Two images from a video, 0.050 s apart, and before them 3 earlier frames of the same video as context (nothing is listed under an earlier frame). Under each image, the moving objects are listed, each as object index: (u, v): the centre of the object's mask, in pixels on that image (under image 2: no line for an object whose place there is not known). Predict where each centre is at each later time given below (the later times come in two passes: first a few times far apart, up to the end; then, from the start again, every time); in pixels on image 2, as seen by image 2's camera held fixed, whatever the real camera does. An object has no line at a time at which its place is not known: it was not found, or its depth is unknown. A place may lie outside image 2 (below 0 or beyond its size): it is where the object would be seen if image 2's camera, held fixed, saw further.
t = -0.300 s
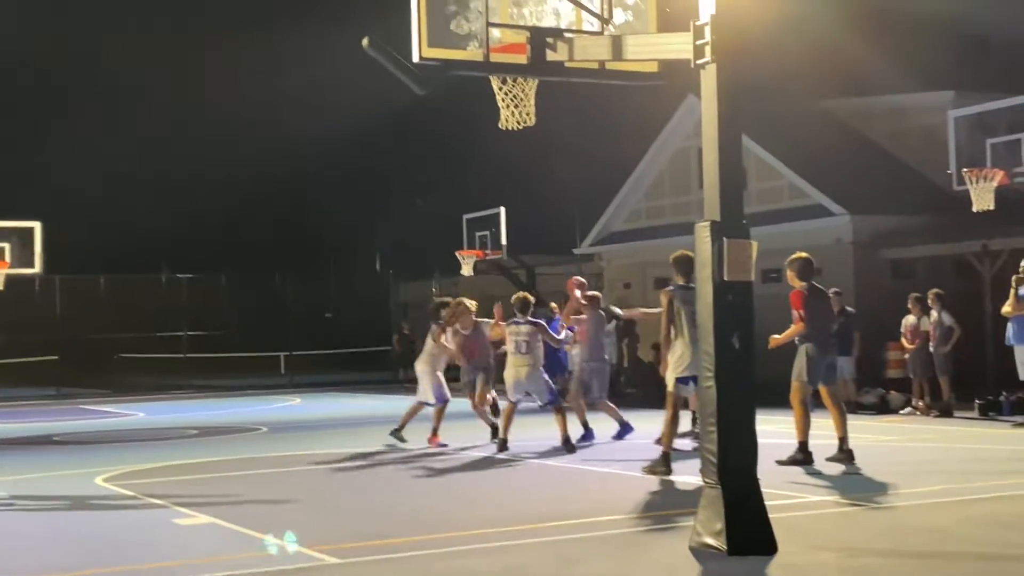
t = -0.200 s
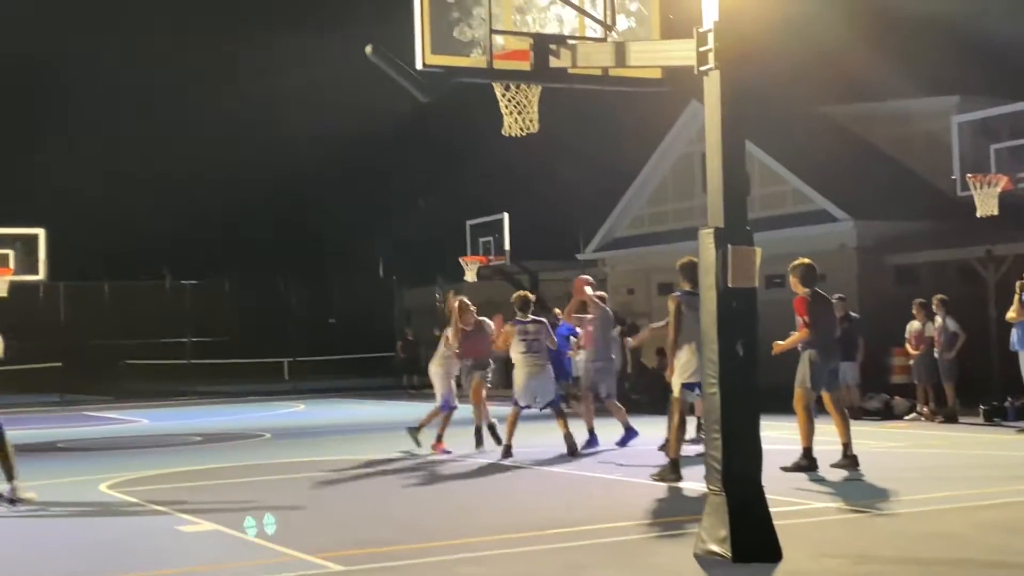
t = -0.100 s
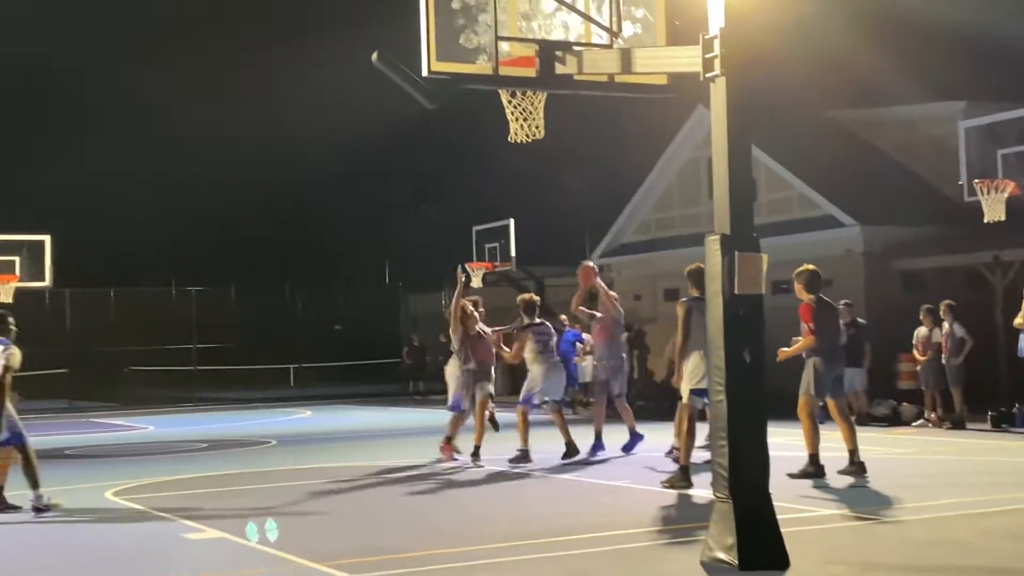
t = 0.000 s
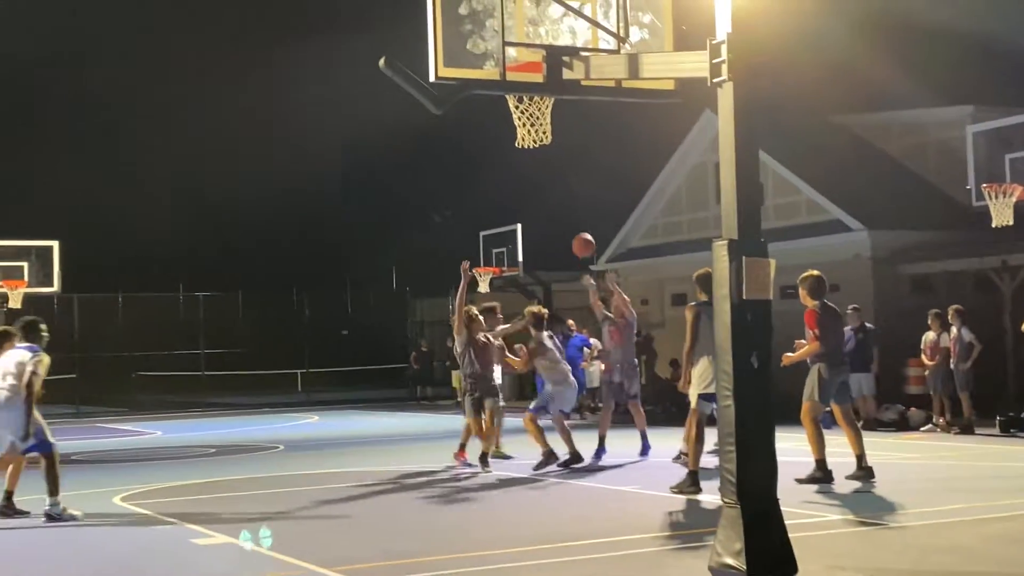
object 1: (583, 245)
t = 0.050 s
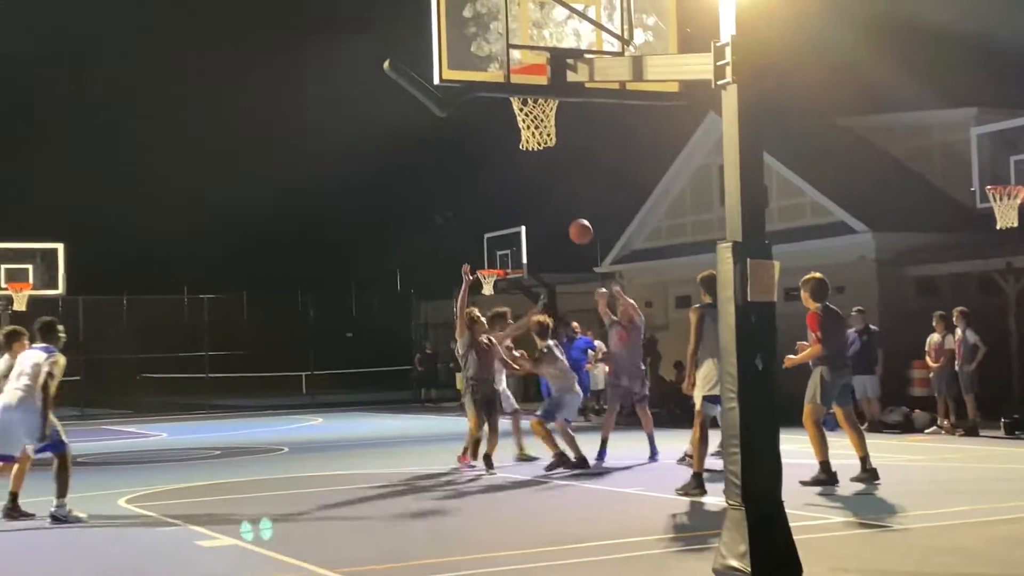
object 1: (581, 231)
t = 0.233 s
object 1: (555, 190)
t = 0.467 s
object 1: (517, 180)
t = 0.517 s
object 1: (508, 185)
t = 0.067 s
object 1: (578, 227)
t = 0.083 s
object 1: (576, 222)
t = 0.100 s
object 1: (574, 218)
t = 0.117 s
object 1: (571, 213)
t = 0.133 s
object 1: (569, 209)
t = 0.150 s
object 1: (567, 205)
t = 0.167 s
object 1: (565, 202)
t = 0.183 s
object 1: (562, 199)
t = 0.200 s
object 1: (560, 195)
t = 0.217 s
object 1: (557, 192)
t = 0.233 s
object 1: (555, 190)
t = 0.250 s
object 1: (552, 187)
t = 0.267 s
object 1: (550, 185)
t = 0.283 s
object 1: (547, 183)
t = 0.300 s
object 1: (545, 182)
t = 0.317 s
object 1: (542, 180)
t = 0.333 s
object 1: (539, 179)
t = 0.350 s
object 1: (537, 178)
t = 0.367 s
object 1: (534, 178)
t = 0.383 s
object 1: (531, 178)
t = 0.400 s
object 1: (528, 177)
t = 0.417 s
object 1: (526, 178)
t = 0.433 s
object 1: (523, 178)
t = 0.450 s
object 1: (520, 179)
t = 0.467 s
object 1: (517, 180)
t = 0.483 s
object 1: (514, 181)
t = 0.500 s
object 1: (511, 183)
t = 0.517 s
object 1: (508, 185)
